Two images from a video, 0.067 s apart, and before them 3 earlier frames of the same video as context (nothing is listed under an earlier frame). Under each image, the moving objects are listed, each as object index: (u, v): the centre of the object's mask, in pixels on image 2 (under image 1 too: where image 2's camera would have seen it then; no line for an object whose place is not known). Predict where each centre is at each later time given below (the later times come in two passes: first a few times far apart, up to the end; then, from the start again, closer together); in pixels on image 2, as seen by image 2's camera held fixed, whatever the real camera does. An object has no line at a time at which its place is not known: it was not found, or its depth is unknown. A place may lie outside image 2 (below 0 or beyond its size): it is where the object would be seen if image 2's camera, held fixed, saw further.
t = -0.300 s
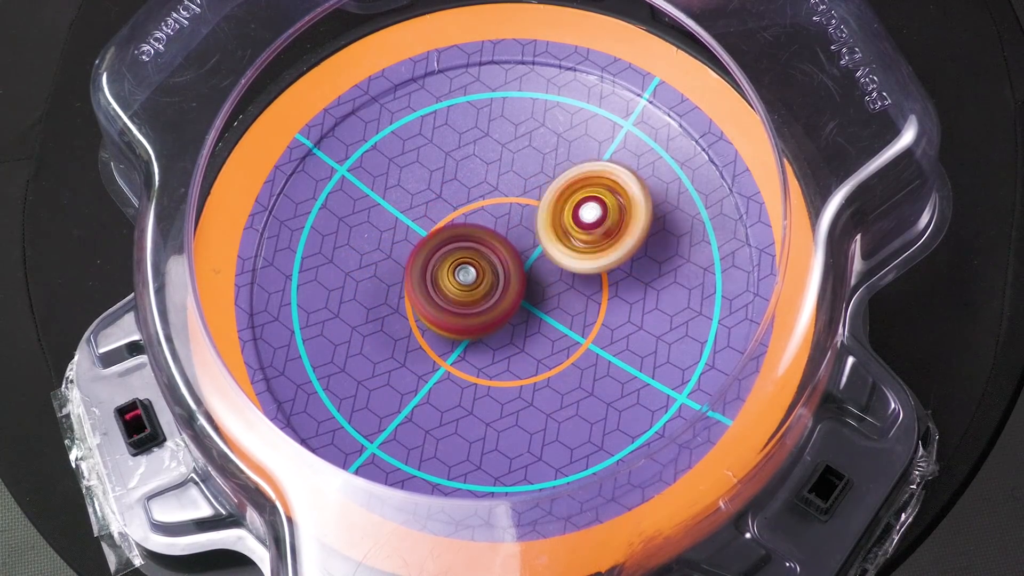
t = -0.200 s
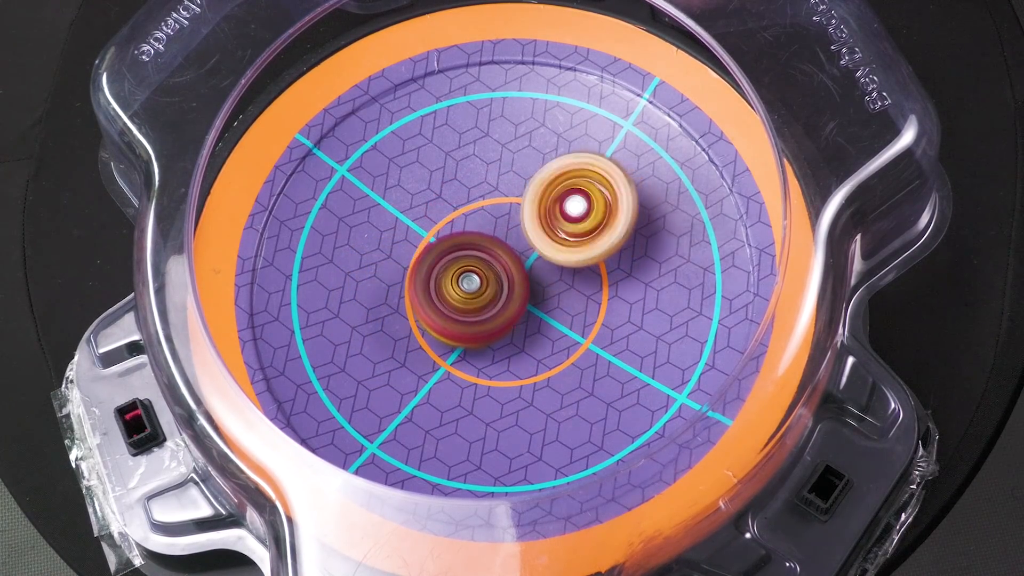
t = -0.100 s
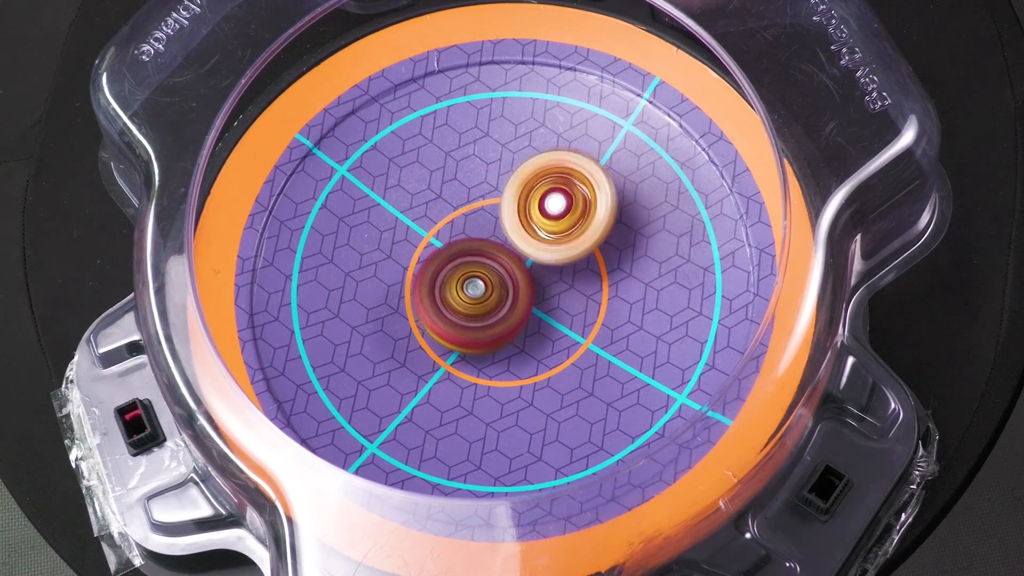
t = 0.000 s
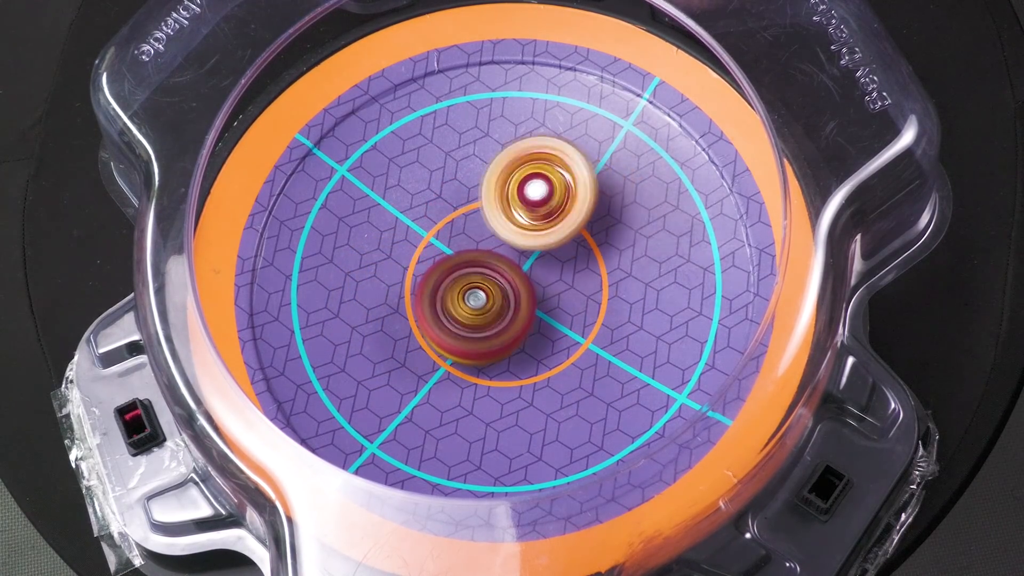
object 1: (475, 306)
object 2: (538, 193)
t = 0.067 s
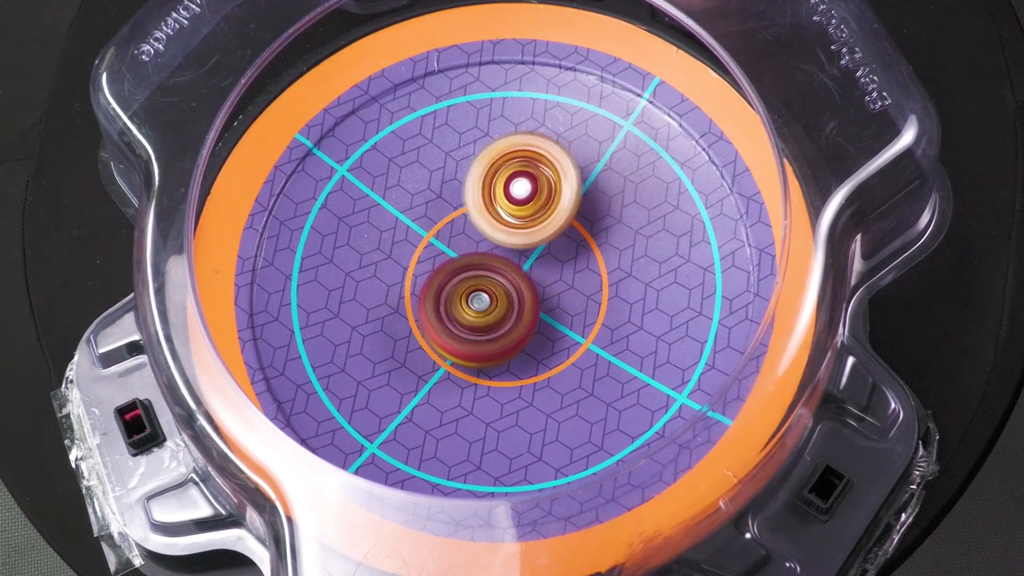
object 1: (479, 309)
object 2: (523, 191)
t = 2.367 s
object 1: (448, 275)
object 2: (551, 188)
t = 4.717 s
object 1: (438, 270)
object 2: (560, 239)
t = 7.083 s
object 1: (458, 356)
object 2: (517, 259)
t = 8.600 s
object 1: (423, 275)
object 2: (584, 280)
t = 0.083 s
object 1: (480, 309)
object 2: (518, 190)
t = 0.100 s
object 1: (482, 310)
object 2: (515, 191)
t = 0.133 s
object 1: (485, 310)
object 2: (506, 191)
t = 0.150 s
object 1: (487, 310)
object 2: (502, 192)
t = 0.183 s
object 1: (491, 311)
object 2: (495, 191)
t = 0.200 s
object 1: (492, 311)
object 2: (491, 190)
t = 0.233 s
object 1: (496, 312)
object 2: (484, 189)
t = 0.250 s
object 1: (497, 312)
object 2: (481, 189)
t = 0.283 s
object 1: (500, 311)
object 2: (474, 191)
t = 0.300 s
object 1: (501, 311)
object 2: (472, 192)
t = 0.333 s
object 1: (504, 310)
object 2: (467, 195)
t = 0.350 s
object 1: (506, 310)
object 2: (464, 198)
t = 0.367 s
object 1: (507, 309)
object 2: (462, 199)
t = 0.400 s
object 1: (511, 309)
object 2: (456, 203)
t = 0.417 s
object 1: (513, 309)
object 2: (454, 204)
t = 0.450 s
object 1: (518, 309)
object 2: (447, 207)
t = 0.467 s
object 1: (520, 308)
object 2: (445, 210)
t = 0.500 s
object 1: (524, 306)
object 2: (442, 215)
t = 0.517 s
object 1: (524, 305)
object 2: (439, 218)
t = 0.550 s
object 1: (529, 303)
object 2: (436, 223)
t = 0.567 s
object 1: (533, 303)
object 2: (431, 223)
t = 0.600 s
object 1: (540, 303)
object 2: (421, 225)
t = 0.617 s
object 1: (543, 303)
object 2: (418, 228)
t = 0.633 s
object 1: (546, 302)
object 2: (415, 229)
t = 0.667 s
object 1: (549, 301)
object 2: (410, 234)
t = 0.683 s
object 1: (551, 300)
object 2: (408, 237)
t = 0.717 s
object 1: (553, 298)
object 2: (404, 243)
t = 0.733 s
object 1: (554, 297)
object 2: (404, 246)
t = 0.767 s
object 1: (556, 294)
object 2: (403, 253)
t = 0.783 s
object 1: (556, 293)
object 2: (402, 256)
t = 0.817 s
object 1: (556, 290)
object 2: (404, 263)
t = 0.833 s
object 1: (556, 288)
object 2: (405, 266)
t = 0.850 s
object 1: (556, 286)
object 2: (407, 270)
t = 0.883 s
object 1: (555, 283)
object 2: (411, 277)
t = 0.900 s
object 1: (555, 282)
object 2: (413, 280)
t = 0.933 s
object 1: (554, 279)
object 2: (418, 287)
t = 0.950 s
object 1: (553, 277)
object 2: (422, 290)
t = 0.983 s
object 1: (552, 274)
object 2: (429, 296)
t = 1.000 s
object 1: (552, 271)
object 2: (432, 300)
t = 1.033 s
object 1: (552, 267)
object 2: (436, 309)
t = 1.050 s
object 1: (553, 264)
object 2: (437, 312)
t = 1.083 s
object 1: (552, 259)
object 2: (442, 319)
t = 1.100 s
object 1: (552, 257)
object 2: (445, 322)
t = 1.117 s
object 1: (551, 255)
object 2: (447, 325)
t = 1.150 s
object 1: (550, 251)
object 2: (454, 329)
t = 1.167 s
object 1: (548, 249)
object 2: (456, 330)
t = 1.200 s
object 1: (546, 245)
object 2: (464, 332)
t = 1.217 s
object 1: (545, 243)
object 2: (469, 333)
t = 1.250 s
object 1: (543, 240)
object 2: (478, 334)
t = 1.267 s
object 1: (542, 238)
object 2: (482, 337)
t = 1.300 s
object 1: (541, 233)
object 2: (490, 340)
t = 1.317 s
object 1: (540, 232)
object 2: (495, 340)
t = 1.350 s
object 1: (538, 228)
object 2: (503, 341)
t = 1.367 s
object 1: (536, 226)
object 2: (507, 341)
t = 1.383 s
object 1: (534, 224)
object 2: (511, 340)
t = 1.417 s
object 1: (531, 222)
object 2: (518, 338)
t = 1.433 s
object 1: (529, 222)
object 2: (522, 336)
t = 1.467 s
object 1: (526, 221)
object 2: (528, 332)
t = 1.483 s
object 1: (524, 220)
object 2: (531, 330)
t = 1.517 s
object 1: (521, 218)
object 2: (539, 328)
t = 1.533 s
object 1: (518, 216)
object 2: (544, 327)
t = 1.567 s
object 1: (513, 213)
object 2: (552, 325)
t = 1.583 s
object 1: (511, 211)
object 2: (555, 324)
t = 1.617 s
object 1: (507, 210)
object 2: (562, 321)
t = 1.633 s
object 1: (505, 209)
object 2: (565, 318)
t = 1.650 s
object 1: (502, 209)
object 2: (568, 316)
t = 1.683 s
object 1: (498, 209)
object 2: (573, 310)
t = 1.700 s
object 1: (496, 208)
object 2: (575, 307)
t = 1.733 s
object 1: (492, 209)
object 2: (577, 300)
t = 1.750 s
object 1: (491, 209)
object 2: (579, 297)
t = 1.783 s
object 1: (486, 209)
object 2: (580, 289)
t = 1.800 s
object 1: (484, 210)
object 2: (580, 285)
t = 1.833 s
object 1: (481, 211)
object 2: (580, 276)
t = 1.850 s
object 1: (479, 211)
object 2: (580, 272)
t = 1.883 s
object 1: (476, 213)
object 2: (579, 264)
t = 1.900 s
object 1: (474, 213)
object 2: (580, 260)
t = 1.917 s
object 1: (472, 214)
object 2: (582, 256)
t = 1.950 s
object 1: (468, 215)
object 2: (583, 249)
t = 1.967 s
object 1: (466, 216)
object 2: (583, 245)
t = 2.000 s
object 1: (464, 218)
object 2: (582, 239)
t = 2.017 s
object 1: (463, 219)
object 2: (581, 235)
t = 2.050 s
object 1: (461, 222)
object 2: (581, 228)
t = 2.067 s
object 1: (459, 224)
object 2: (581, 225)
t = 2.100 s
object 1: (457, 228)
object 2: (581, 219)
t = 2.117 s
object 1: (456, 230)
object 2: (581, 216)
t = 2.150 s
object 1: (454, 235)
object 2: (578, 211)
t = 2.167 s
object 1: (454, 237)
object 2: (576, 209)
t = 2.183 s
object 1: (454, 240)
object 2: (575, 207)
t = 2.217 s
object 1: (454, 245)
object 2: (570, 204)
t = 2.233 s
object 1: (454, 247)
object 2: (567, 203)
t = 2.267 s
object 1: (454, 253)
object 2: (562, 200)
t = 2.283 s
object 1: (453, 256)
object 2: (562, 197)
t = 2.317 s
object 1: (450, 264)
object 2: (558, 192)
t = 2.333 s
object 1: (450, 268)
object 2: (556, 190)
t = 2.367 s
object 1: (448, 275)
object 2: (551, 188)
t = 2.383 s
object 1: (448, 279)
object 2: (549, 188)
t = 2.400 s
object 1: (448, 282)
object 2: (546, 187)
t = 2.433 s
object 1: (447, 289)
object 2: (541, 187)
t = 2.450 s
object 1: (447, 292)
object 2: (538, 188)
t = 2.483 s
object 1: (448, 298)
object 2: (532, 190)
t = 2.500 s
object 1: (448, 300)
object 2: (529, 190)
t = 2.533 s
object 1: (449, 306)
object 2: (522, 193)
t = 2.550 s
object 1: (450, 308)
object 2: (518, 196)
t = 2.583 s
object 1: (451, 312)
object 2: (510, 199)
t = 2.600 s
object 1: (452, 314)
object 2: (507, 201)
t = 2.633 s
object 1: (455, 317)
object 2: (499, 205)
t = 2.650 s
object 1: (456, 319)
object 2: (494, 207)
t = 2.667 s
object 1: (456, 322)
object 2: (491, 205)
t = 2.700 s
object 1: (458, 327)
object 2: (486, 202)
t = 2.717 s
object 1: (458, 329)
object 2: (483, 202)
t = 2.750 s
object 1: (460, 331)
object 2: (478, 202)
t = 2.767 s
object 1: (463, 332)
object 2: (476, 203)
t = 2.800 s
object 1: (466, 332)
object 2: (473, 204)
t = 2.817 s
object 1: (468, 333)
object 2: (471, 205)
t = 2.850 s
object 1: (472, 332)
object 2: (468, 207)
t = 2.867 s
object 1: (474, 331)
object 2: (466, 209)
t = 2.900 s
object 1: (478, 329)
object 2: (464, 212)
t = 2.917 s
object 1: (482, 328)
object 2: (464, 214)
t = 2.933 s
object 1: (484, 328)
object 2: (463, 216)
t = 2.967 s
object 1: (491, 327)
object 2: (457, 219)
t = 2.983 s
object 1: (496, 327)
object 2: (453, 217)
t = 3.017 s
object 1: (508, 327)
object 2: (443, 212)
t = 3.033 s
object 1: (513, 326)
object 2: (440, 210)
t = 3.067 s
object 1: (522, 323)
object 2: (435, 206)
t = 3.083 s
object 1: (527, 320)
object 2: (432, 204)
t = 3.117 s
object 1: (535, 316)
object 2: (429, 200)
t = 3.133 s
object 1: (539, 315)
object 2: (428, 198)
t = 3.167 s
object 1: (546, 310)
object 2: (425, 196)
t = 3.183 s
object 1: (549, 307)
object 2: (425, 196)
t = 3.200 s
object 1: (553, 305)
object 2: (424, 196)
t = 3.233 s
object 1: (559, 300)
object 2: (424, 196)
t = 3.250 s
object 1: (561, 297)
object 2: (424, 198)
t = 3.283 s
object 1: (566, 292)
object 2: (425, 200)
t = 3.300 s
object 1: (569, 289)
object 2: (426, 201)
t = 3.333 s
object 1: (573, 284)
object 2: (428, 205)
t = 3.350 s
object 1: (574, 281)
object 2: (430, 206)
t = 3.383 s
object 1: (577, 276)
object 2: (434, 212)
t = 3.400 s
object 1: (578, 274)
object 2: (435, 215)
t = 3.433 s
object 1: (579, 268)
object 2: (440, 220)
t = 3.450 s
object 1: (579, 266)
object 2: (443, 223)
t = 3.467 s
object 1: (580, 263)
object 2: (446, 226)
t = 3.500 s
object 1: (580, 258)
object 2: (453, 233)
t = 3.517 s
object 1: (580, 255)
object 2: (456, 236)
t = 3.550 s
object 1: (581, 250)
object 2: (460, 243)
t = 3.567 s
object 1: (582, 248)
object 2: (461, 247)
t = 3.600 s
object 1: (584, 242)
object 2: (460, 256)
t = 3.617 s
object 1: (584, 239)
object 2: (460, 260)
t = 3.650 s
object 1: (583, 235)
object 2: (463, 267)
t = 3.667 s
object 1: (583, 233)
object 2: (464, 270)
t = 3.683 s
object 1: (581, 231)
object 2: (466, 273)
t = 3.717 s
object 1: (578, 227)
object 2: (467, 279)
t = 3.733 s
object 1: (577, 226)
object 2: (469, 282)
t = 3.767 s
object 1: (573, 223)
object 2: (473, 287)
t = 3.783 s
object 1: (570, 221)
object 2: (476, 291)
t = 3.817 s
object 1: (566, 218)
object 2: (480, 298)
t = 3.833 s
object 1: (563, 217)
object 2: (482, 300)
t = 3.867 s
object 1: (558, 215)
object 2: (487, 305)
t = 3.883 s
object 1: (554, 213)
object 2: (489, 306)
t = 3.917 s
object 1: (548, 211)
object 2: (494, 310)
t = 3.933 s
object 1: (545, 211)
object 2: (496, 311)
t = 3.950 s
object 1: (540, 210)
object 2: (499, 313)
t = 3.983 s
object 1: (533, 209)
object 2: (504, 315)
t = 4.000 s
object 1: (529, 210)
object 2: (507, 315)
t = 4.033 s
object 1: (520, 209)
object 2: (514, 316)
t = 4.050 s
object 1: (516, 208)
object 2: (516, 315)
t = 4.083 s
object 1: (508, 207)
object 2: (522, 316)
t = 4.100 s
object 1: (503, 208)
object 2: (524, 316)
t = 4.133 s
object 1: (494, 208)
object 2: (529, 315)
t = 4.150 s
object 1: (491, 207)
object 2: (532, 314)
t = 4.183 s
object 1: (482, 207)
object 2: (537, 312)
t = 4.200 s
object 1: (477, 207)
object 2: (539, 310)
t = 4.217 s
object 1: (474, 207)
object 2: (541, 309)
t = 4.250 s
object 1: (466, 208)
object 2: (545, 305)
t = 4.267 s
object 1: (462, 208)
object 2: (546, 302)
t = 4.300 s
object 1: (457, 210)
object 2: (548, 298)
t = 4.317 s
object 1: (455, 211)
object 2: (549, 295)
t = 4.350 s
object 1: (451, 213)
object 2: (550, 289)
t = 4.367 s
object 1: (449, 214)
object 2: (550, 286)
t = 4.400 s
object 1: (446, 218)
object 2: (549, 280)
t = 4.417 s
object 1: (445, 220)
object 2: (549, 277)
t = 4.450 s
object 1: (443, 224)
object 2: (547, 270)
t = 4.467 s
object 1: (442, 226)
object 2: (550, 266)
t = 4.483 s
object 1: (440, 228)
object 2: (555, 264)
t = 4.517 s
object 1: (437, 232)
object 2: (561, 260)
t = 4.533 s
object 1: (436, 234)
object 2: (563, 258)
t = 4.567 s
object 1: (434, 240)
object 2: (564, 254)
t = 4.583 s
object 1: (434, 243)
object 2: (565, 252)
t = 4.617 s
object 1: (434, 249)
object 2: (565, 248)
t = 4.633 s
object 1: (435, 252)
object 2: (565, 246)
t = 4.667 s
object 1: (436, 259)
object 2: (564, 243)
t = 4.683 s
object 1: (436, 262)
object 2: (563, 242)
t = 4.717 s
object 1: (438, 270)
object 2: (560, 239)
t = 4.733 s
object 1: (440, 274)
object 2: (559, 237)
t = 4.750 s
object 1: (441, 277)
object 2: (557, 236)
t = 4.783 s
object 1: (444, 286)
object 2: (553, 234)
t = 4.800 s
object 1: (445, 290)
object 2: (551, 234)
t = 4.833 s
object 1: (447, 298)
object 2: (546, 230)
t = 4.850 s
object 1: (448, 301)
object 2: (544, 230)
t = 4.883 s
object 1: (451, 309)
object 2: (540, 227)
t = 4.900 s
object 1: (452, 314)
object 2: (539, 225)
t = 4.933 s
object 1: (455, 321)
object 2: (536, 222)
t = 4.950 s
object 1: (457, 325)
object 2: (534, 221)
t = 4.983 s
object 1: (461, 330)
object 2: (530, 219)
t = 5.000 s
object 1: (464, 332)
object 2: (528, 219)
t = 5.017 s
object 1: (466, 334)
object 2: (525, 218)
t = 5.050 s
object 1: (471, 337)
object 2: (520, 218)
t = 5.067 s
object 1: (475, 338)
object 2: (518, 218)
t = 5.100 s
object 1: (480, 339)
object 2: (512, 220)
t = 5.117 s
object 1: (483, 339)
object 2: (510, 221)
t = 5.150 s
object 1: (489, 339)
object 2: (505, 223)
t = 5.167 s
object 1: (492, 340)
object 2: (502, 224)
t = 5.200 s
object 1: (502, 341)
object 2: (492, 223)
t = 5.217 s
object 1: (507, 341)
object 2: (488, 220)
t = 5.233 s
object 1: (512, 340)
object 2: (483, 219)
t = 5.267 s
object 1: (521, 339)
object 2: (476, 219)
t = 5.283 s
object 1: (525, 338)
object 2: (474, 219)
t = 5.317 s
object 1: (533, 336)
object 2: (471, 218)
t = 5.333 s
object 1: (538, 335)
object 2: (469, 219)
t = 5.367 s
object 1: (545, 331)
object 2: (465, 219)
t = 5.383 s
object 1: (549, 328)
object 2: (462, 220)
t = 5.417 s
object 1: (556, 324)
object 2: (459, 223)
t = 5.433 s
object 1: (559, 321)
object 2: (457, 224)
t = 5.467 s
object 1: (564, 315)
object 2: (455, 229)
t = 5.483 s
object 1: (568, 313)
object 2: (454, 231)
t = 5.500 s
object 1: (570, 309)
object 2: (455, 233)
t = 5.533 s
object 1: (575, 303)
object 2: (454, 238)
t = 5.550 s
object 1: (577, 300)
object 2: (455, 240)
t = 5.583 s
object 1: (580, 292)
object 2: (457, 246)
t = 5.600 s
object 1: (582, 289)
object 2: (459, 248)
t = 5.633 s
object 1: (584, 282)
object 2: (462, 252)
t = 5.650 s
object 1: (586, 278)
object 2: (465, 255)
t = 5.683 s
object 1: (587, 271)
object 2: (467, 260)
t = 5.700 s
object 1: (588, 267)
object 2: (468, 263)
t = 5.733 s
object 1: (589, 259)
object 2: (467, 272)
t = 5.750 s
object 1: (590, 253)
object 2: (467, 278)
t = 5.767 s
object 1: (591, 248)
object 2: (463, 282)
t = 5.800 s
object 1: (590, 238)
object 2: (460, 291)
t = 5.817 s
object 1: (589, 233)
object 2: (461, 295)
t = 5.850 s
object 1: (587, 225)
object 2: (464, 299)
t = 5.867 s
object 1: (584, 221)
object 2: (465, 300)
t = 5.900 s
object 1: (581, 213)
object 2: (467, 301)
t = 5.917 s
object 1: (579, 210)
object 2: (467, 302)
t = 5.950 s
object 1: (574, 204)
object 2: (470, 305)
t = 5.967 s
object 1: (571, 201)
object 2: (471, 306)
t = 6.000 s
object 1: (565, 195)
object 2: (476, 307)
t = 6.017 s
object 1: (562, 192)
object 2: (479, 307)
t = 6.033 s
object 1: (558, 190)
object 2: (482, 306)
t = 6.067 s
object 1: (550, 186)
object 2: (487, 304)
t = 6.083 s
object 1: (547, 185)
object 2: (487, 303)
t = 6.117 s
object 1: (538, 182)
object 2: (491, 300)
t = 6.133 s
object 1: (535, 181)
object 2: (493, 298)
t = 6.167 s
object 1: (526, 180)
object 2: (495, 295)
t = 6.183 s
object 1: (522, 179)
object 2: (497, 292)
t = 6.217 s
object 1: (512, 179)
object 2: (499, 288)
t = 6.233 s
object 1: (507, 179)
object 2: (499, 286)
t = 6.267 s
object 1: (499, 178)
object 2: (502, 283)
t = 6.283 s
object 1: (493, 178)
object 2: (504, 281)
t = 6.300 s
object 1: (488, 178)
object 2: (505, 278)
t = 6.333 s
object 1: (478, 179)
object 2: (509, 272)
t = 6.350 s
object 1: (473, 180)
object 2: (512, 271)
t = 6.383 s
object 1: (462, 186)
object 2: (518, 269)
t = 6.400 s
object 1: (458, 188)
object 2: (520, 268)
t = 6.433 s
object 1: (450, 194)
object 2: (528, 267)
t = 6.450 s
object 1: (446, 199)
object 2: (532, 267)
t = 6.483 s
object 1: (440, 205)
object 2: (538, 263)
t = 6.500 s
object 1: (437, 209)
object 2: (537, 262)
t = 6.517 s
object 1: (434, 214)
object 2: (538, 263)
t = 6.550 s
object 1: (428, 222)
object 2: (542, 262)
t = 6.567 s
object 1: (425, 226)
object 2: (543, 262)
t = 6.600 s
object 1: (421, 236)
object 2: (545, 261)
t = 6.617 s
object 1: (419, 241)
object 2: (547, 260)
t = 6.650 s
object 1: (416, 250)
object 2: (548, 260)
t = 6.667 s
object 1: (415, 256)
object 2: (548, 259)
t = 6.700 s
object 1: (414, 266)
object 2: (549, 258)
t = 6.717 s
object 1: (413, 271)
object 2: (550, 257)
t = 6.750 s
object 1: (413, 283)
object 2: (549, 255)
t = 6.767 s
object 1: (414, 288)
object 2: (548, 255)
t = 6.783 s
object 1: (415, 293)
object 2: (548, 253)
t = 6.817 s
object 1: (417, 303)
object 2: (544, 252)
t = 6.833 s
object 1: (418, 308)
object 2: (542, 252)
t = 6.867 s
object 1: (421, 317)
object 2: (539, 253)
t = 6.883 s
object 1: (422, 322)
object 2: (537, 253)
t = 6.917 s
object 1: (427, 329)
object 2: (534, 254)
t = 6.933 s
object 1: (429, 333)
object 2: (532, 255)
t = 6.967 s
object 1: (435, 339)
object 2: (527, 257)
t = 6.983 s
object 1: (438, 342)
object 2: (524, 259)
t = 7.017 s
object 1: (443, 348)
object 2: (524, 258)
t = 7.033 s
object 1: (447, 351)
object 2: (524, 257)
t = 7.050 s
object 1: (450, 352)
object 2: (522, 257)
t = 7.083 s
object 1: (458, 356)
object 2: (517, 259)
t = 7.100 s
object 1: (462, 357)
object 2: (515, 261)
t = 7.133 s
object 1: (471, 360)
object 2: (513, 265)
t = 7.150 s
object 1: (476, 363)
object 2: (512, 262)
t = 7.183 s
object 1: (487, 364)
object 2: (511, 260)
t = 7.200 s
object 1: (492, 365)
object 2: (509, 261)
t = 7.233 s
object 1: (503, 364)
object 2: (509, 260)
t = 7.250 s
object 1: (508, 363)
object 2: (509, 258)
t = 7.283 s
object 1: (520, 361)
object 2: (504, 257)
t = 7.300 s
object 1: (527, 359)
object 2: (501, 257)
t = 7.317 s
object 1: (532, 357)
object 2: (498, 257)
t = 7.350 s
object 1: (543, 350)
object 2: (488, 257)
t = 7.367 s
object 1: (549, 346)
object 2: (482, 257)
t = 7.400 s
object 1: (560, 338)
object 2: (470, 259)
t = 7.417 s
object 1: (565, 333)
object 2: (465, 261)
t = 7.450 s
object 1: (573, 323)
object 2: (458, 263)
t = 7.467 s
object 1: (577, 318)
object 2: (455, 264)
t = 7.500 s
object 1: (584, 307)
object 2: (455, 267)
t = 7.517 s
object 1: (586, 301)
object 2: (456, 268)
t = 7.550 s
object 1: (592, 290)
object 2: (459, 268)
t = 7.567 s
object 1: (593, 284)
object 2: (460, 269)
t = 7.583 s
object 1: (595, 277)
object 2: (462, 269)
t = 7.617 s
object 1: (598, 267)
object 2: (465, 269)
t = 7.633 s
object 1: (598, 260)
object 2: (466, 268)
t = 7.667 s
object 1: (599, 249)
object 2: (468, 269)
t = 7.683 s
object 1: (598, 243)
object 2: (470, 271)
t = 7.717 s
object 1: (598, 232)
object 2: (472, 272)
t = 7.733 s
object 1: (596, 226)
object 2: (474, 275)
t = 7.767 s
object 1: (593, 216)
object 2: (477, 279)
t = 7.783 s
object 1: (591, 211)
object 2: (481, 281)
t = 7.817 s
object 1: (586, 201)
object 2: (486, 284)
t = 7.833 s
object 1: (583, 196)
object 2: (490, 285)
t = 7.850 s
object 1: (579, 192)
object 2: (493, 286)
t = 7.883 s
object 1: (572, 184)
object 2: (502, 289)
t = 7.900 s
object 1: (568, 181)
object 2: (506, 289)
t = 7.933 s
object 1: (559, 175)
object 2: (517, 287)
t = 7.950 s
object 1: (555, 172)
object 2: (521, 292)
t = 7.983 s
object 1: (545, 167)
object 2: (531, 291)
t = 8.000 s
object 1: (541, 166)
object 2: (535, 291)
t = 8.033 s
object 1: (531, 164)
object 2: (545, 287)
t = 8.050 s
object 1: (527, 163)
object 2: (550, 291)
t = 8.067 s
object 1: (521, 163)
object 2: (553, 291)
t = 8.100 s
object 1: (511, 163)
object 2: (561, 291)
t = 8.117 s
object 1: (505, 164)
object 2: (565, 285)
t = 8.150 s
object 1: (496, 165)
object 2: (571, 289)
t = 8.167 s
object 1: (490, 167)
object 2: (574, 289)
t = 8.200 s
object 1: (481, 170)
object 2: (580, 288)
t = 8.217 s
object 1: (477, 173)
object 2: (580, 281)
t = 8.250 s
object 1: (469, 177)
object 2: (584, 285)
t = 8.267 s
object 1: (464, 180)
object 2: (585, 285)
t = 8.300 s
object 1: (456, 186)
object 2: (586, 283)
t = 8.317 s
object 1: (452, 190)
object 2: (587, 283)
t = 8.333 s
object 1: (449, 194)
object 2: (585, 277)
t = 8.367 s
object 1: (442, 202)
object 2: (585, 276)
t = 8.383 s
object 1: (439, 207)
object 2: (588, 280)
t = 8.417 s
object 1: (433, 218)
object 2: (588, 279)
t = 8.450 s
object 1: (431, 223)
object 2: (589, 278)
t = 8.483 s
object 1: (426, 234)
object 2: (590, 277)
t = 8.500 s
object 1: (425, 240)
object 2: (591, 277)
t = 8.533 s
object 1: (423, 251)
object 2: (590, 277)
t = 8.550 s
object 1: (423, 257)
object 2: (589, 278)
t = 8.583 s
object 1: (422, 269)
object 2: (586, 279)
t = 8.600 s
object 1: (423, 275)
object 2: (584, 280)
